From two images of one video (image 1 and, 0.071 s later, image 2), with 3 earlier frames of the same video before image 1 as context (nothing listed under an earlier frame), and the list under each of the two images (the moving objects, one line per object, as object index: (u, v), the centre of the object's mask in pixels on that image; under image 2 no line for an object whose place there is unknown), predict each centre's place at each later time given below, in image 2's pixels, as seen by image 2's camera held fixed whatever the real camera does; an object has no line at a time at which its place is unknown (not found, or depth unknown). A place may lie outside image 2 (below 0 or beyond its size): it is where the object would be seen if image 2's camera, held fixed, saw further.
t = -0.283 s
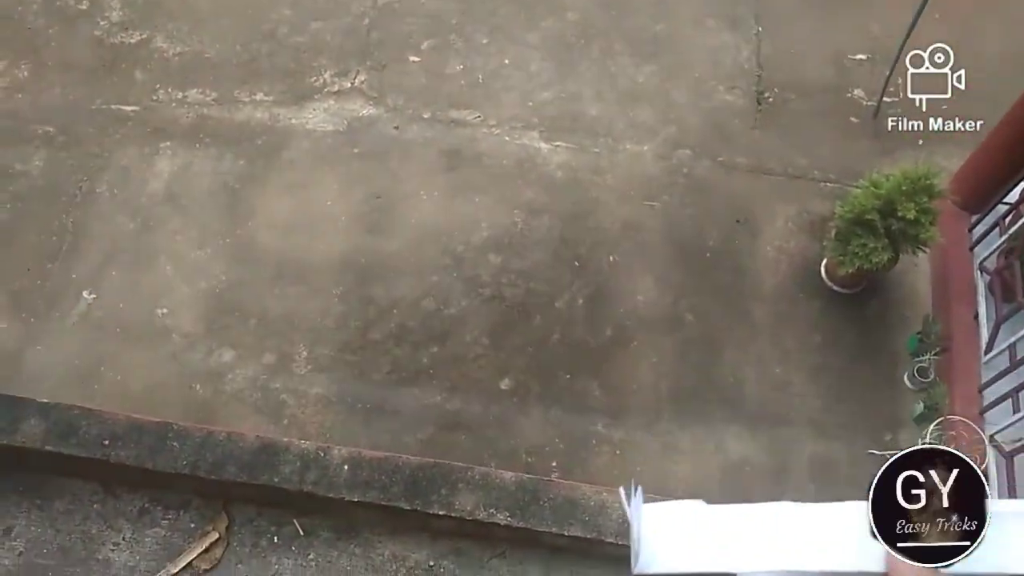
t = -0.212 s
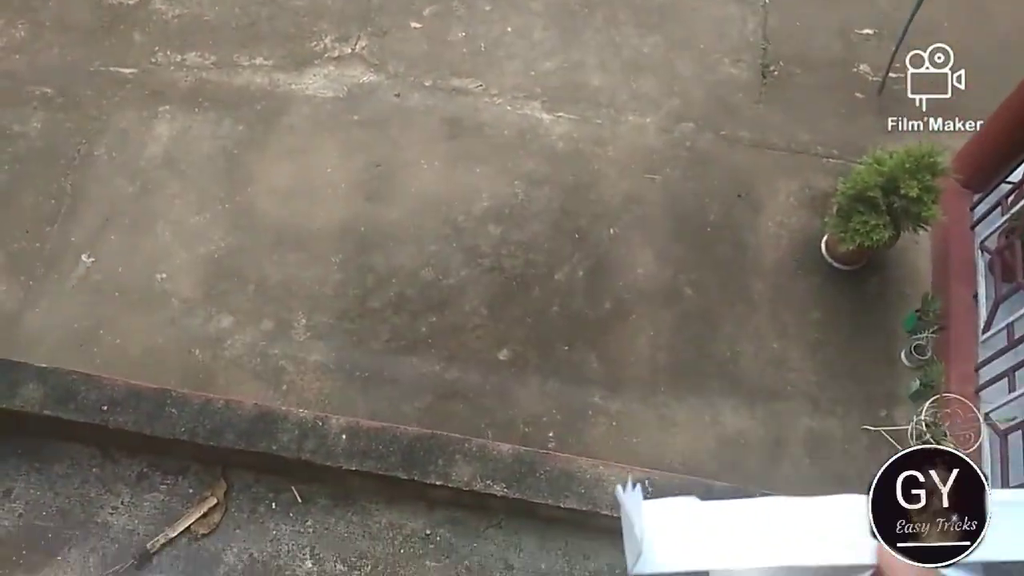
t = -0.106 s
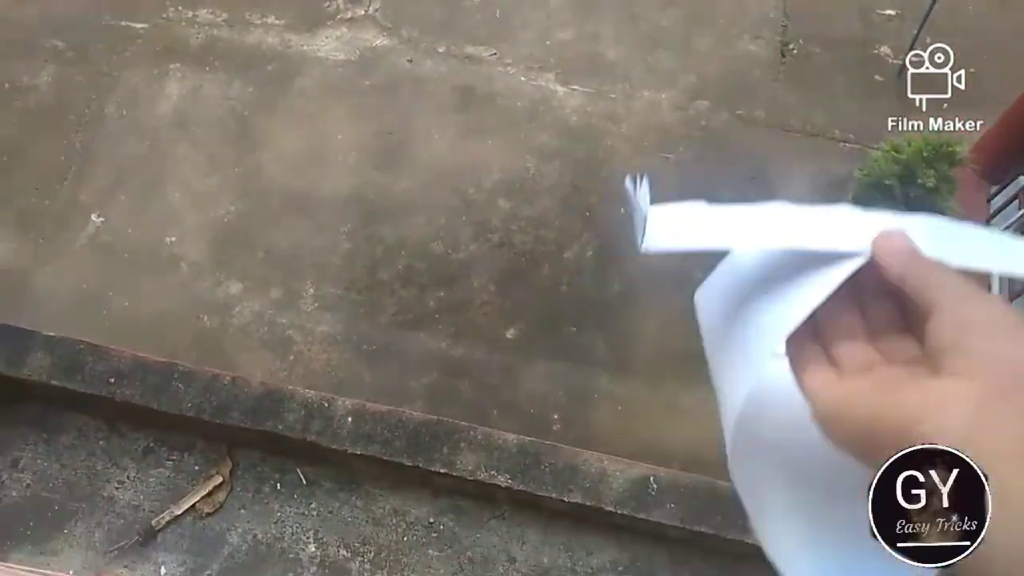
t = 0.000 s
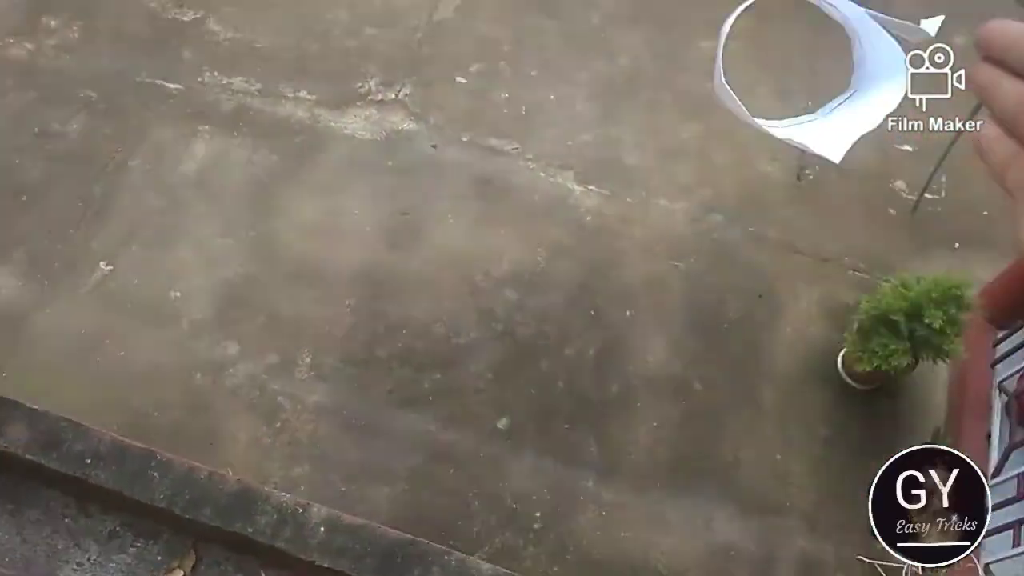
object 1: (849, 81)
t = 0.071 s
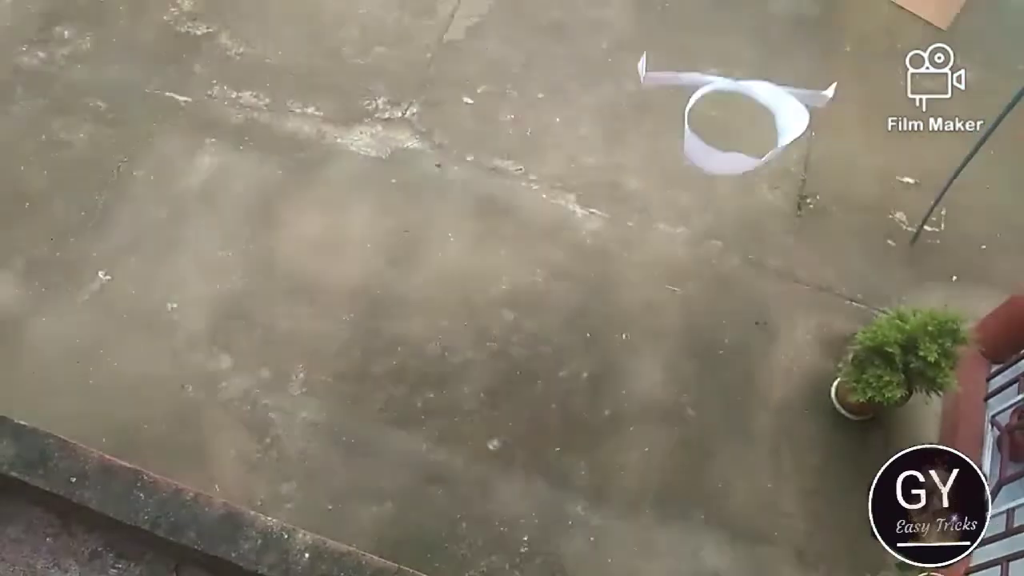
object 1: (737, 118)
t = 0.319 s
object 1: (573, 334)
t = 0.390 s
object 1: (507, 407)
